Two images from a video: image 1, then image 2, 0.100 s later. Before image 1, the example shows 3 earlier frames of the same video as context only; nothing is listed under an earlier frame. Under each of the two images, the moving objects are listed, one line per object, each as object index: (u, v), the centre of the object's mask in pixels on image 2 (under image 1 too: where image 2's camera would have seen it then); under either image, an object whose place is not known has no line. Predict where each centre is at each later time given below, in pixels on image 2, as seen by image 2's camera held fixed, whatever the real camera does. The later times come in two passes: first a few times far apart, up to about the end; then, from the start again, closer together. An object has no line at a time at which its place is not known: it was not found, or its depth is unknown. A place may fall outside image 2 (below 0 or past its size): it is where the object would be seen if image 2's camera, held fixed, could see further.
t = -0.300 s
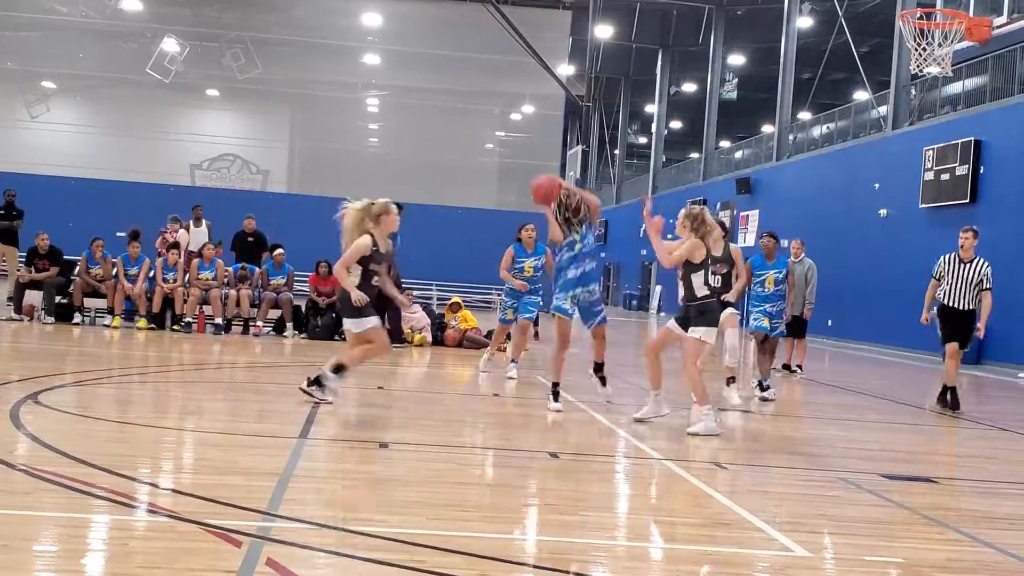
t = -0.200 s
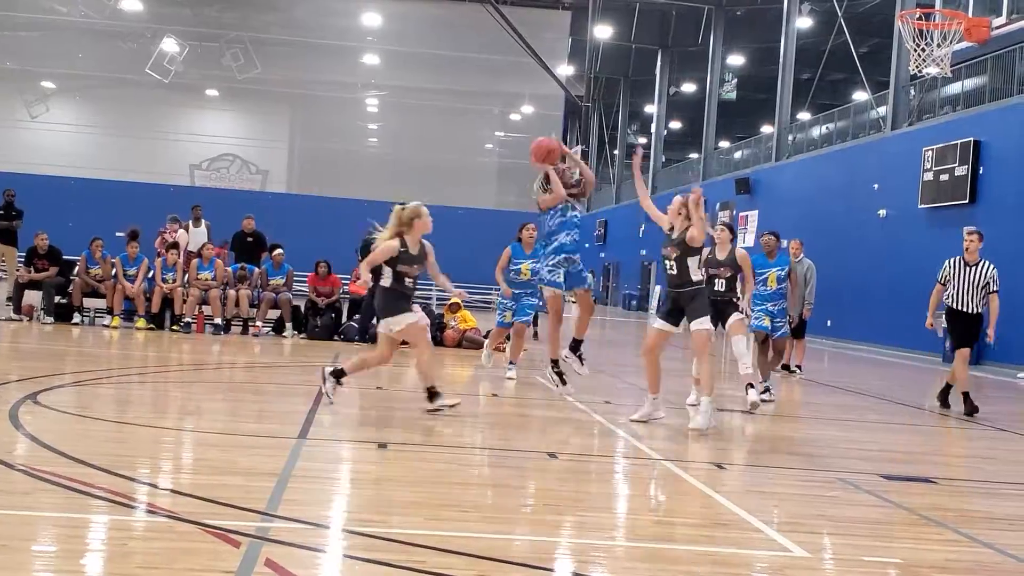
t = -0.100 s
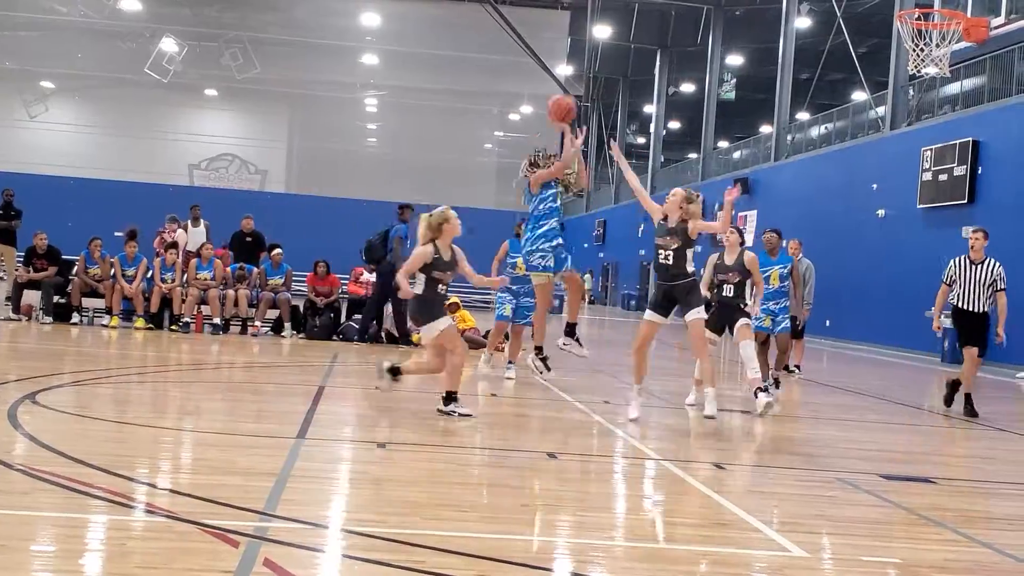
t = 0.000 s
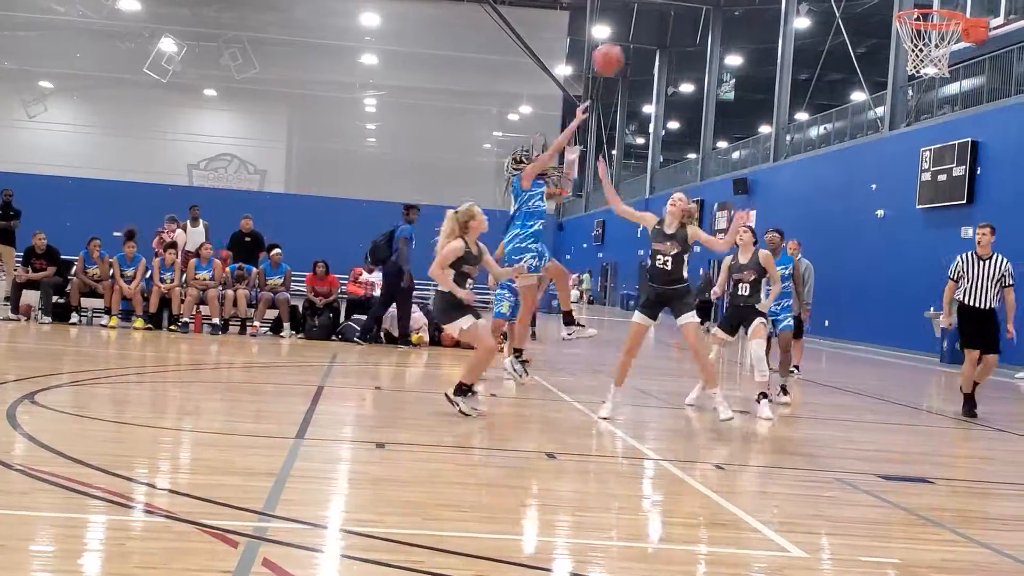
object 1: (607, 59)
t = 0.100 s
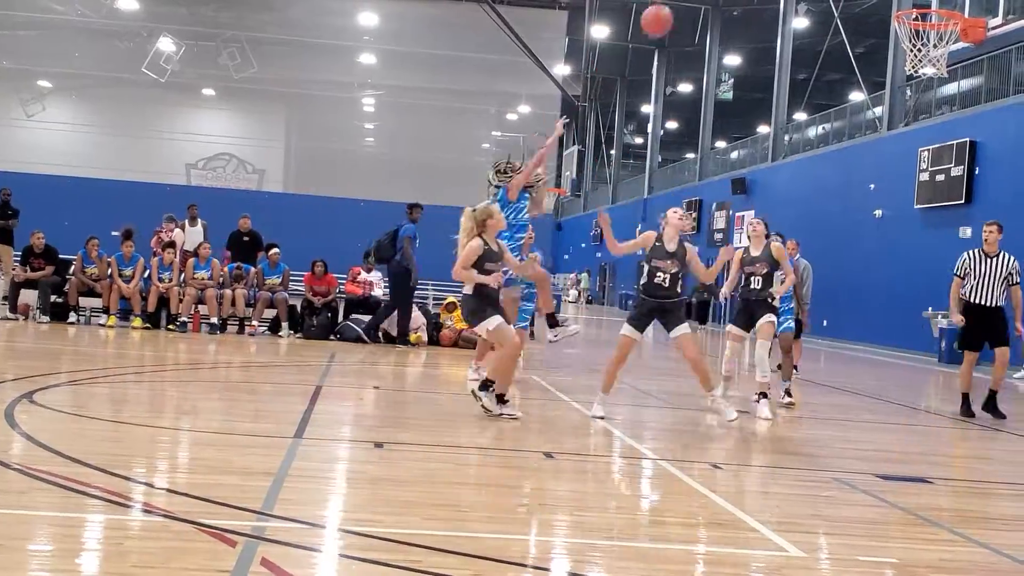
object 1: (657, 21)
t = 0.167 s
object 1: (689, 8)
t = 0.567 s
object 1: (883, 12)
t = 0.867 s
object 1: (757, 95)
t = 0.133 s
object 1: (673, 13)
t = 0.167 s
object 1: (689, 8)
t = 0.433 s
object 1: (822, 0)
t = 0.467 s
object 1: (839, 1)
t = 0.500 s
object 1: (856, 4)
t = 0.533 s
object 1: (872, 8)
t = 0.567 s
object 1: (883, 12)
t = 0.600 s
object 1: (870, 15)
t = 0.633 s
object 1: (858, 19)
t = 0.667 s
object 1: (844, 25)
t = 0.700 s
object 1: (830, 32)
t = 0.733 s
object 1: (816, 42)
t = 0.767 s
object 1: (802, 53)
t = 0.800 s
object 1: (787, 65)
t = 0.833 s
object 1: (772, 79)
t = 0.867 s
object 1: (757, 95)
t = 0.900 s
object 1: (742, 112)
